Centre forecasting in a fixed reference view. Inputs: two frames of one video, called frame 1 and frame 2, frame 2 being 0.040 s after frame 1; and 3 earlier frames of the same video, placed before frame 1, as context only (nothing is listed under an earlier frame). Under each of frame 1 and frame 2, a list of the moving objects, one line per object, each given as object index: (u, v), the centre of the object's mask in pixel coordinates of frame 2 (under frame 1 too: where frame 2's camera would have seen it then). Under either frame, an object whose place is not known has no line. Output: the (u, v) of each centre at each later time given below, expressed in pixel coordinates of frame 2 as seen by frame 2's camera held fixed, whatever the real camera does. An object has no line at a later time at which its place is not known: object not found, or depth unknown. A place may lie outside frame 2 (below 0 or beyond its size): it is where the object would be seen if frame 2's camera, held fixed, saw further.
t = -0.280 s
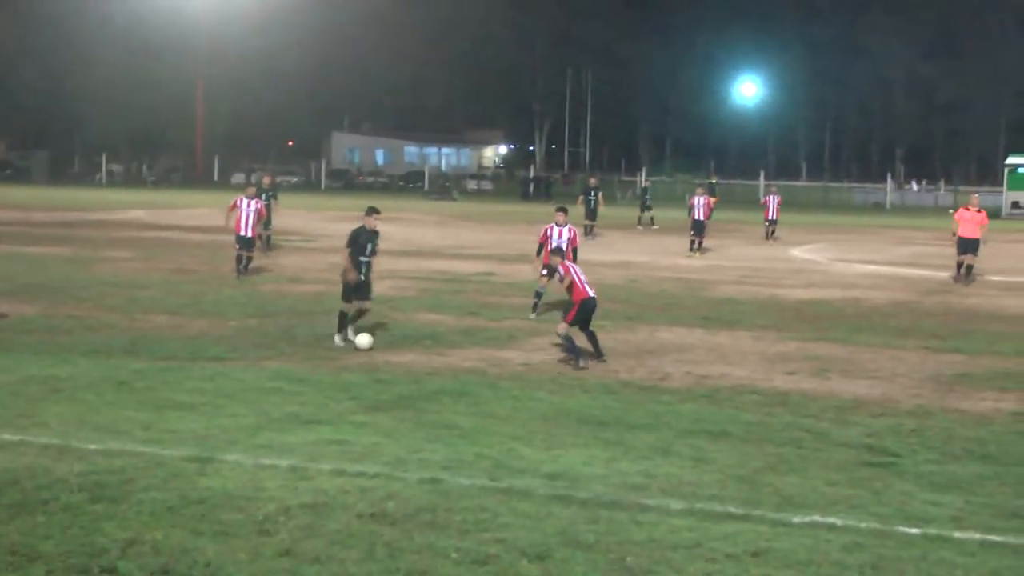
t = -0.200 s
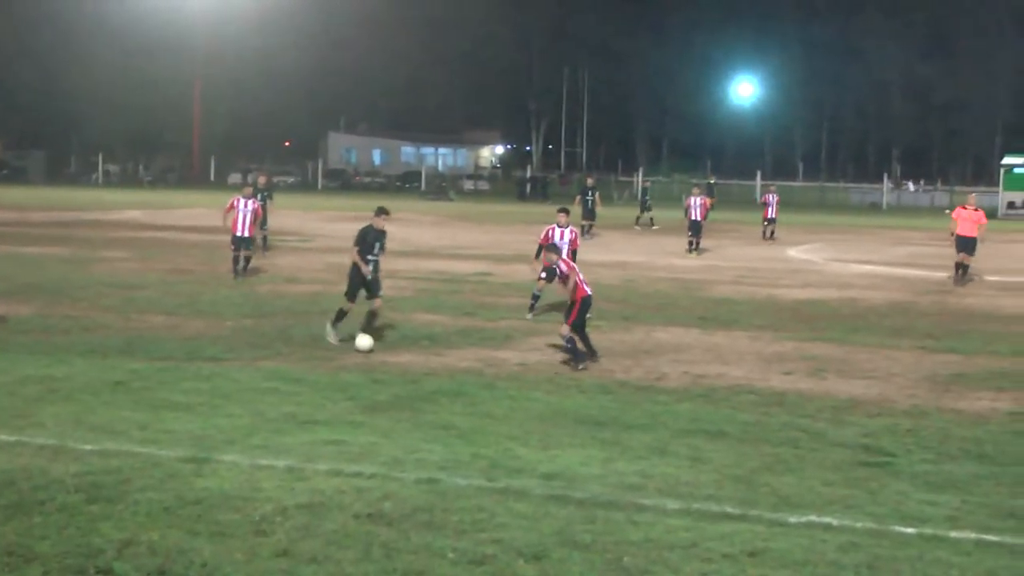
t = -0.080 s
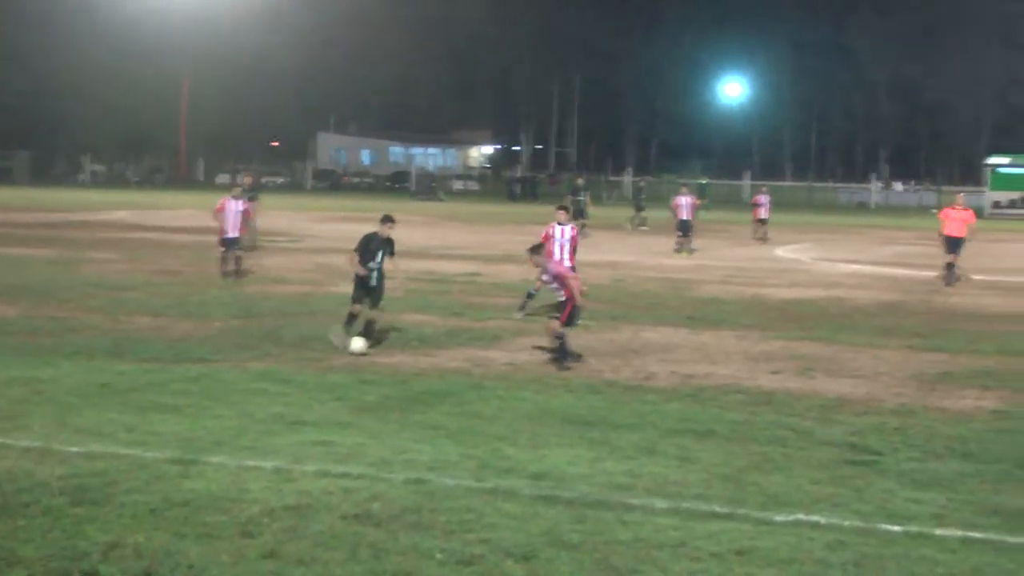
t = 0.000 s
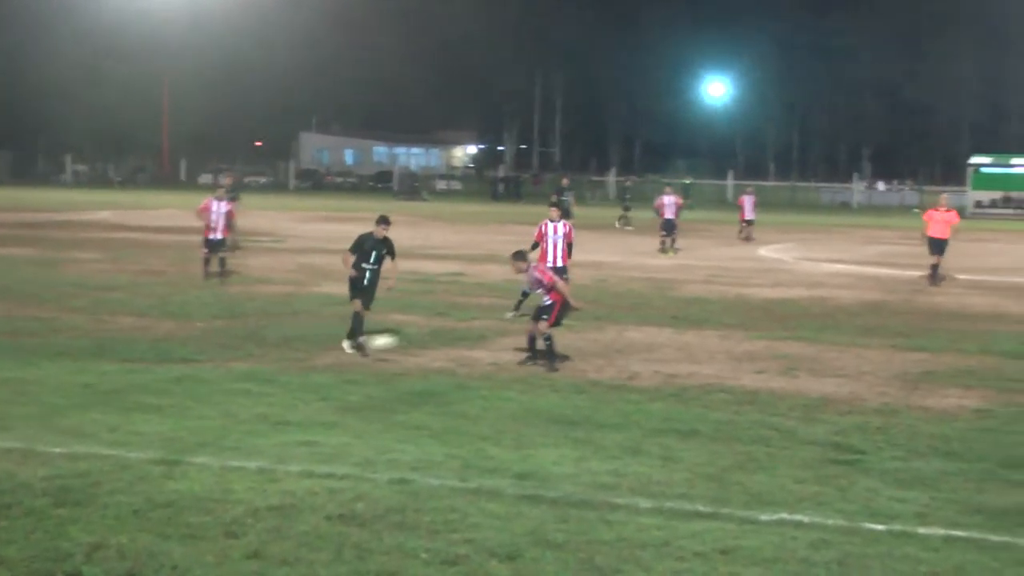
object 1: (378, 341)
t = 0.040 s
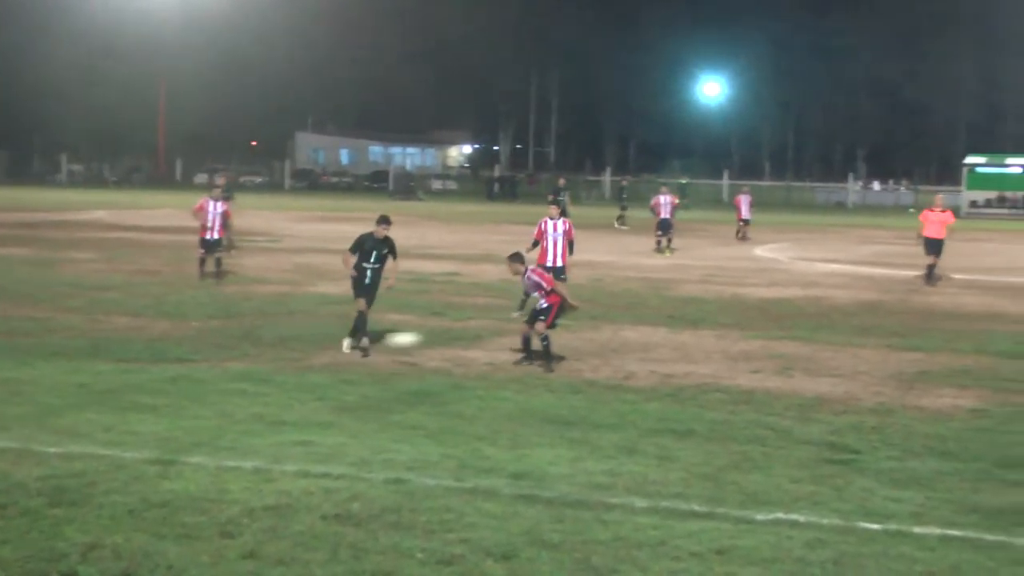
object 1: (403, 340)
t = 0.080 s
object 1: (432, 339)
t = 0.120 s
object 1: (462, 340)
